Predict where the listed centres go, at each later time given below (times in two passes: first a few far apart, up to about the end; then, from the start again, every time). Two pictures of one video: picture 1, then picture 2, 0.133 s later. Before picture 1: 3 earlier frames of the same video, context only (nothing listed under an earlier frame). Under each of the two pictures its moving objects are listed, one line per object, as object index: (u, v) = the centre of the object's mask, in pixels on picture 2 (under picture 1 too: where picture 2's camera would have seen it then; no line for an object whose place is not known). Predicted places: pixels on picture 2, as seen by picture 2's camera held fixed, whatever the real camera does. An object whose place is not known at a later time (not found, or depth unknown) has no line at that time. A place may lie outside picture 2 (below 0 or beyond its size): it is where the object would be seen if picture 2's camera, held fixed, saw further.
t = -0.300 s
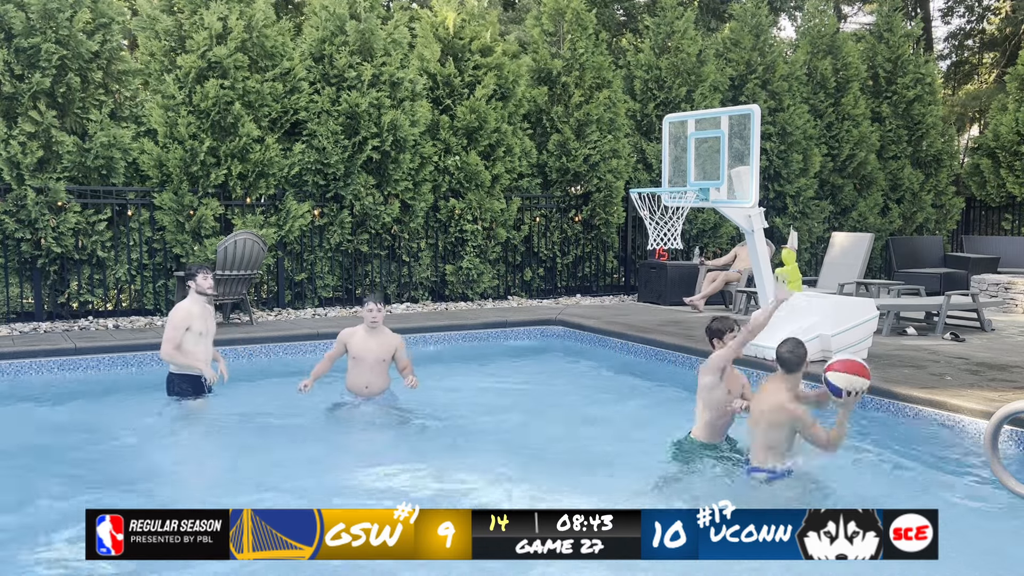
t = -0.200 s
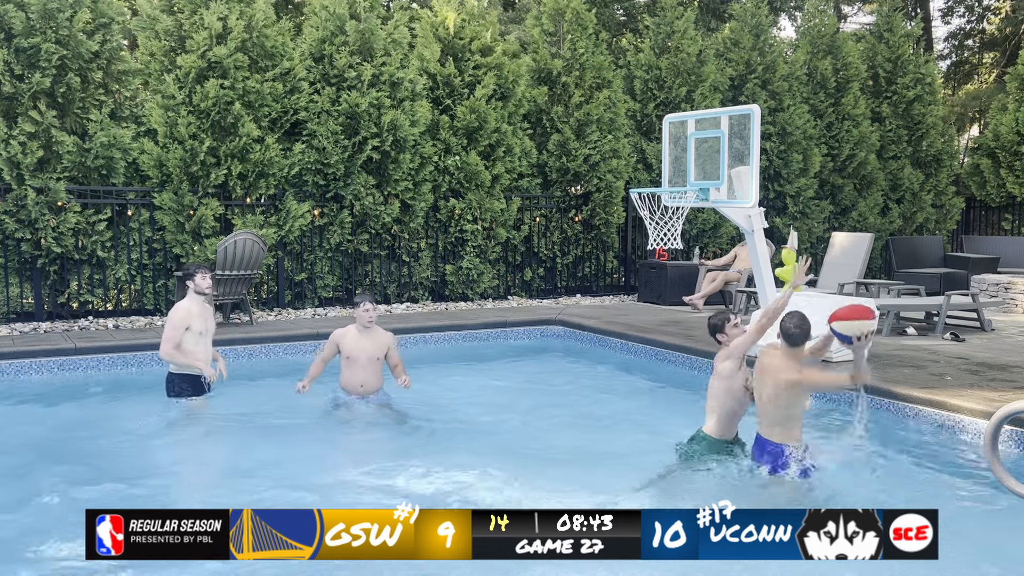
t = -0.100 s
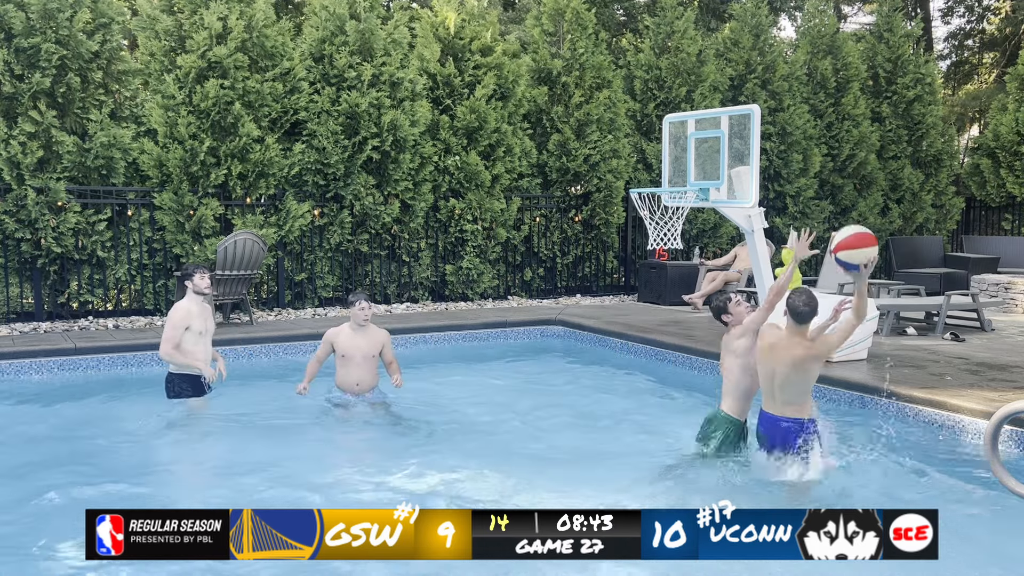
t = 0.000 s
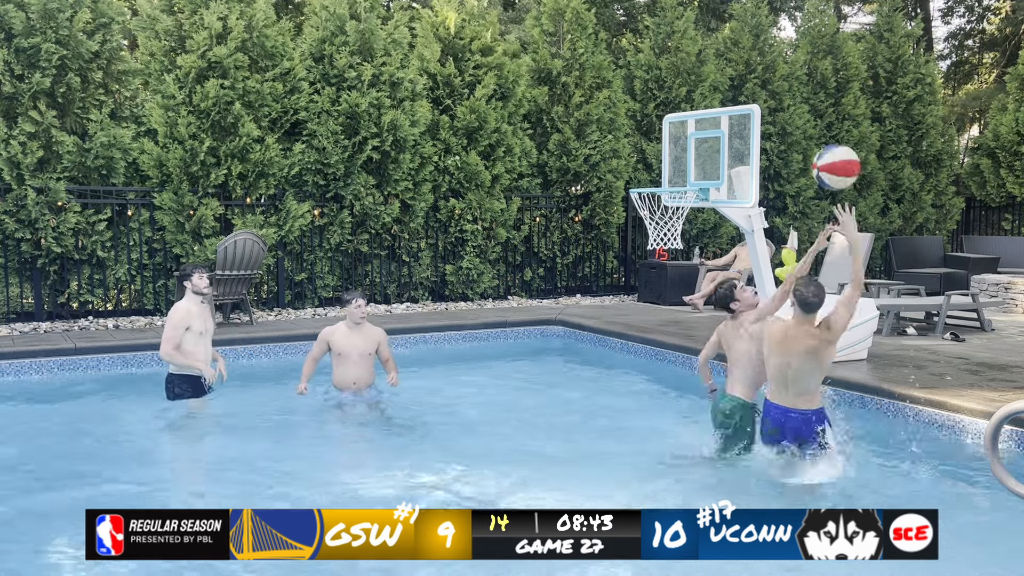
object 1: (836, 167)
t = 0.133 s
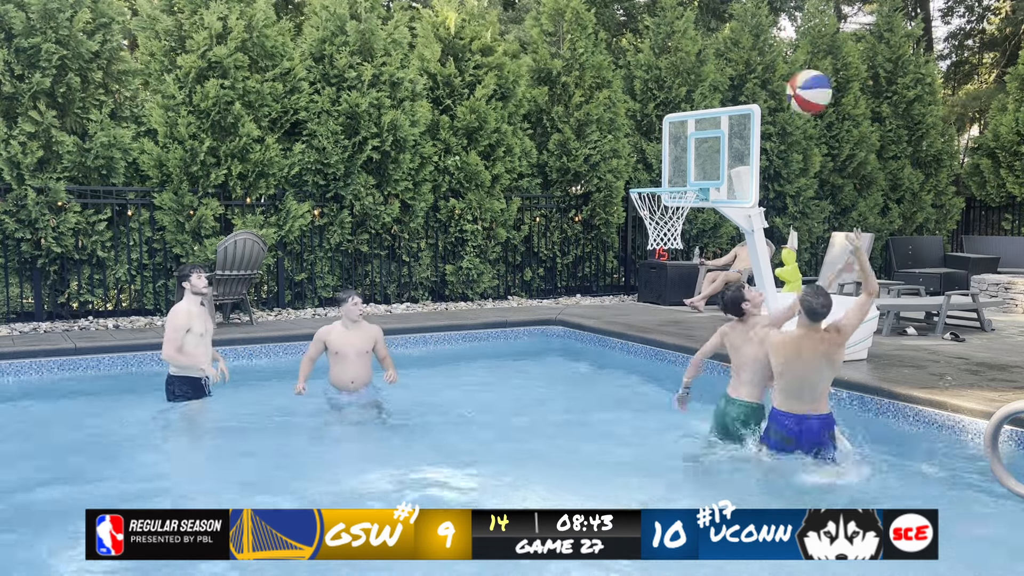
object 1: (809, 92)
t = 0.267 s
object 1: (783, 54)
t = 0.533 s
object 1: (735, 69)
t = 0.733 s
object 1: (701, 147)
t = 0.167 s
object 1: (803, 79)
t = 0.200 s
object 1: (796, 68)
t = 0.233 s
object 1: (790, 60)
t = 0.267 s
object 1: (783, 54)
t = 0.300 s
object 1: (777, 49)
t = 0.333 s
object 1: (771, 46)
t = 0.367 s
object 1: (764, 46)
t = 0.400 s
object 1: (759, 47)
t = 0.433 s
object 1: (753, 50)
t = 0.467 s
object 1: (746, 54)
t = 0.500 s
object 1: (741, 61)
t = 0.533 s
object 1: (735, 69)
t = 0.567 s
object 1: (729, 78)
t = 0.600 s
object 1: (724, 88)
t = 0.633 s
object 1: (718, 101)
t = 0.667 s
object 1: (712, 114)
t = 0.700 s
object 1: (707, 131)
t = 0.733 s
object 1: (701, 147)
